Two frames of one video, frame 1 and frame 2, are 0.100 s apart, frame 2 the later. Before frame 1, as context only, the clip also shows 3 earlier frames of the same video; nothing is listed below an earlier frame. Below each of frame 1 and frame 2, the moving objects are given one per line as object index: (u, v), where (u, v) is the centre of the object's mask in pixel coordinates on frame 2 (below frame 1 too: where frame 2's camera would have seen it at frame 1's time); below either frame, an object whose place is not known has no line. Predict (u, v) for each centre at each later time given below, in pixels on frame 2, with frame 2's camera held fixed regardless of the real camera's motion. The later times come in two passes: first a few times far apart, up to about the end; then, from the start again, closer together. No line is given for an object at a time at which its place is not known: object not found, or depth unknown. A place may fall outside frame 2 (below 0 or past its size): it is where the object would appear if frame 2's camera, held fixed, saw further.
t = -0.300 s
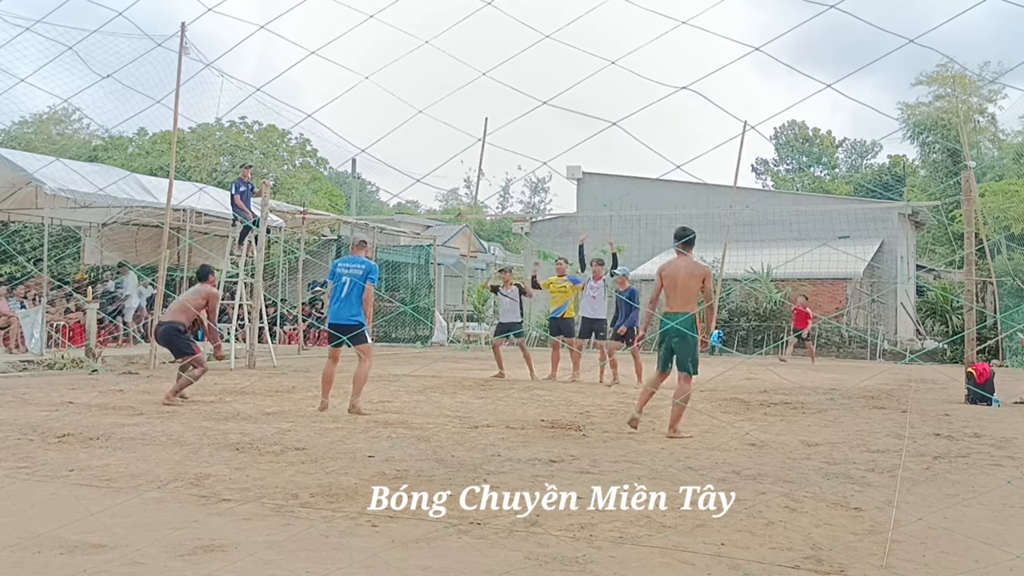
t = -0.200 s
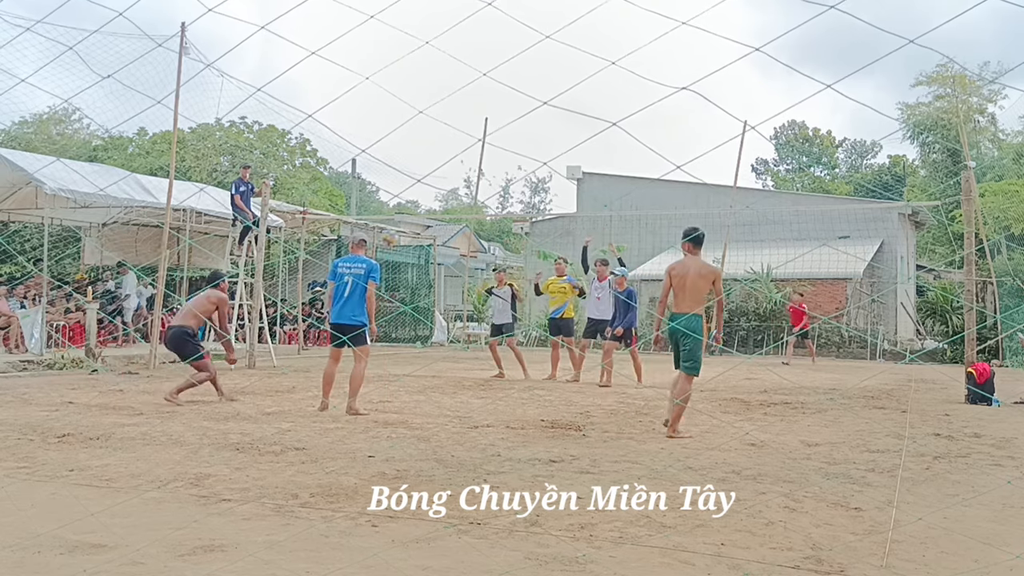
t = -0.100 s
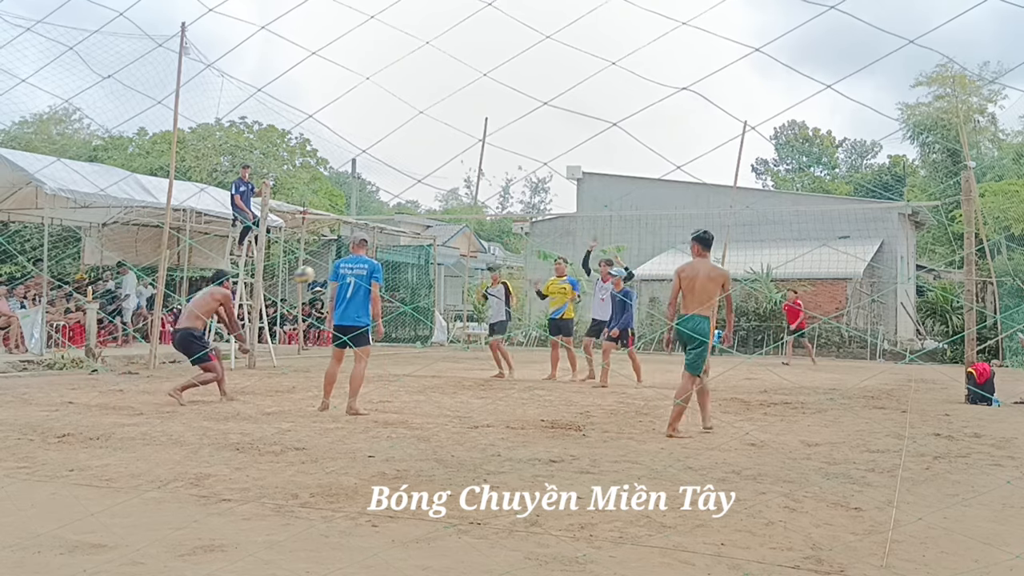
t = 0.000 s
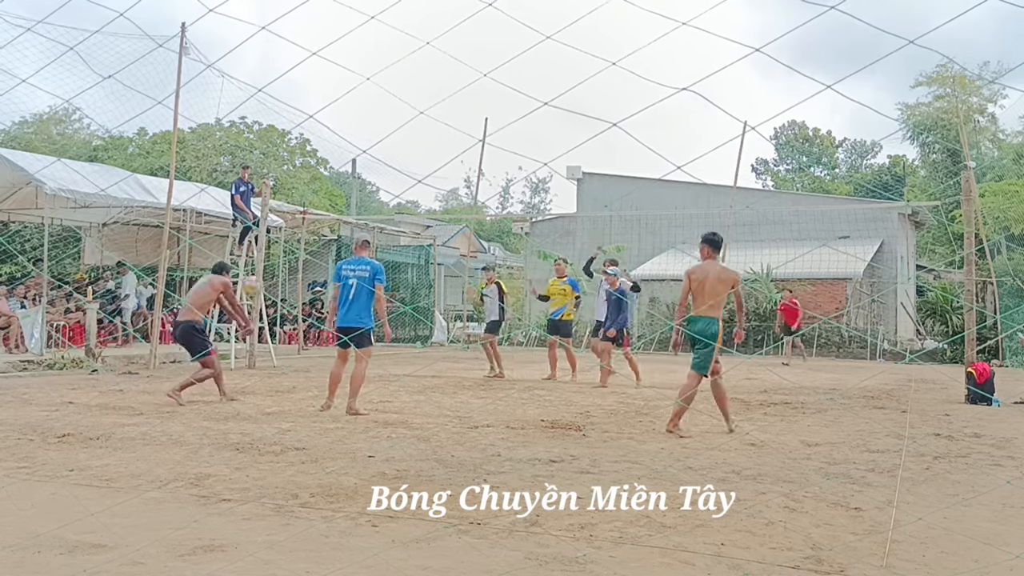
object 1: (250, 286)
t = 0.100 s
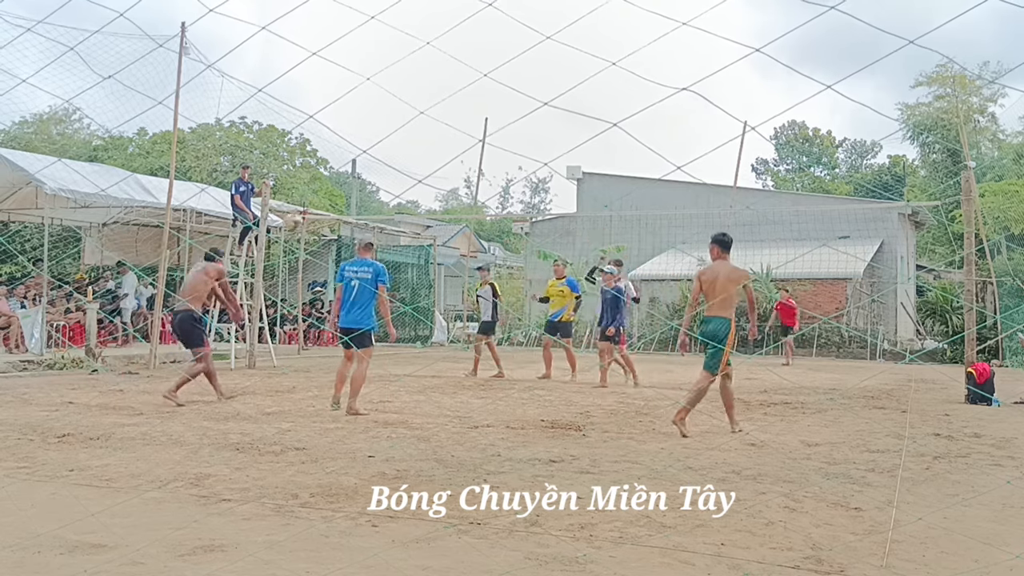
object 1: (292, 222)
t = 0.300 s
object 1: (369, 127)
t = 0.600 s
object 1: (479, 49)
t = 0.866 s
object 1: (575, 47)
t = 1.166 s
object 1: (682, 122)
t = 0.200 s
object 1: (332, 170)
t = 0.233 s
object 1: (343, 155)
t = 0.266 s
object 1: (356, 140)
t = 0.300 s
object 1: (369, 127)
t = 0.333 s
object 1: (381, 114)
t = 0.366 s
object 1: (394, 103)
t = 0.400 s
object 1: (406, 92)
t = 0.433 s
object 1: (418, 82)
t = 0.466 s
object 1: (431, 74)
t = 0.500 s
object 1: (443, 66)
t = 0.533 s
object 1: (455, 59)
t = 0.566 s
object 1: (467, 54)
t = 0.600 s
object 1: (479, 49)
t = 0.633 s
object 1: (491, 46)
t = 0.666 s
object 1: (504, 43)
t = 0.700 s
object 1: (515, 41)
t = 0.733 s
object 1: (527, 40)
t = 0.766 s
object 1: (539, 41)
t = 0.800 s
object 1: (551, 42)
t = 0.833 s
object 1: (563, 44)
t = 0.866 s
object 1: (575, 47)
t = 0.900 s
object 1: (587, 51)
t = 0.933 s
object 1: (599, 56)
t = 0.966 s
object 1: (611, 63)
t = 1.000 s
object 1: (623, 70)
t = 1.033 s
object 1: (635, 78)
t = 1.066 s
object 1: (647, 87)
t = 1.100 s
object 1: (659, 97)
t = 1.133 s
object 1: (670, 109)
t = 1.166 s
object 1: (682, 122)
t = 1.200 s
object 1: (694, 135)
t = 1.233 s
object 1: (706, 149)
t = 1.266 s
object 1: (718, 165)
